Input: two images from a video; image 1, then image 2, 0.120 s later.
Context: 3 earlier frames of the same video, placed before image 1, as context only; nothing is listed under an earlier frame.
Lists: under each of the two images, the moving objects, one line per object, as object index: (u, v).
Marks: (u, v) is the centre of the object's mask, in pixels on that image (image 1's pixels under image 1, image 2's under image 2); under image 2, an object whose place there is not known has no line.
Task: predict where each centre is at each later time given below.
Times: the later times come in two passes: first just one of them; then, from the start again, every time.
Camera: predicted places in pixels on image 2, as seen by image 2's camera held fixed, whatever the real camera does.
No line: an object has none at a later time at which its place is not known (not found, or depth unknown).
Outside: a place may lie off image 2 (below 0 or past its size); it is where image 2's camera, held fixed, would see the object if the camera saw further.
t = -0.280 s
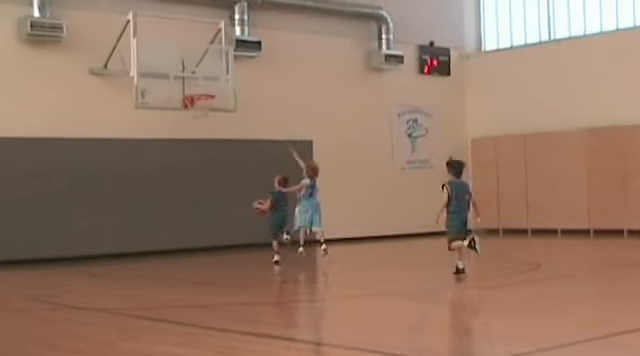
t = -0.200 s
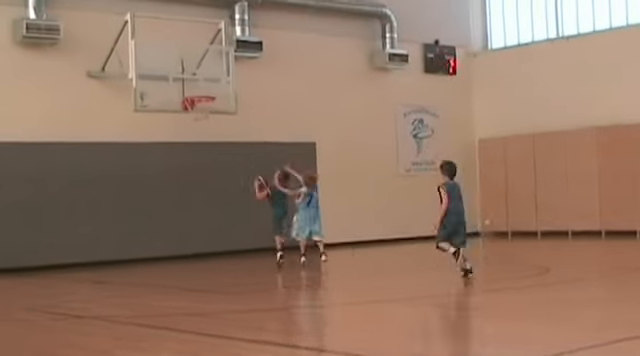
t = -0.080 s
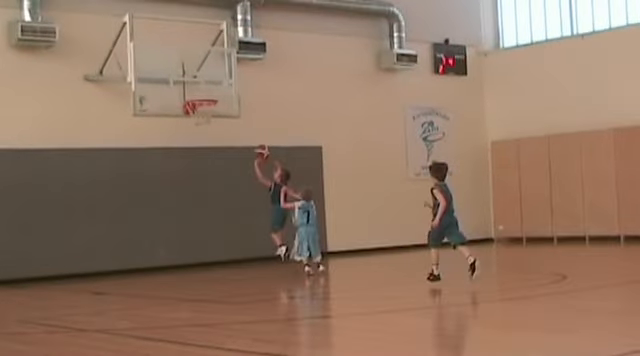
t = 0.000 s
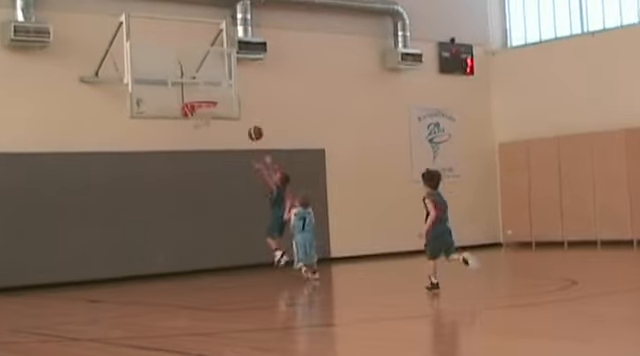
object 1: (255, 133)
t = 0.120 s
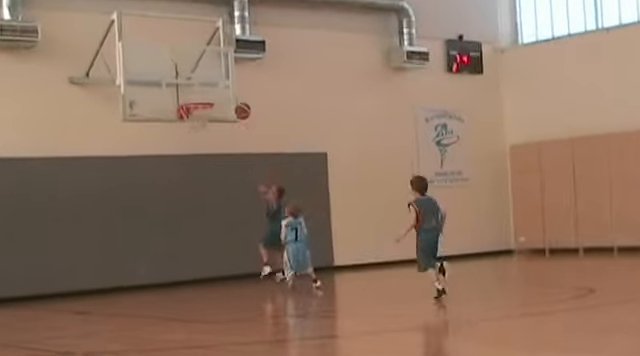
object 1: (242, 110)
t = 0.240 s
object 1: (231, 96)
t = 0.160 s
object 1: (239, 104)
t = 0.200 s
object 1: (235, 100)
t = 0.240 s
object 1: (231, 96)
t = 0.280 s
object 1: (228, 94)
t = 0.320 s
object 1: (225, 92)
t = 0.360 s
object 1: (221, 92)
